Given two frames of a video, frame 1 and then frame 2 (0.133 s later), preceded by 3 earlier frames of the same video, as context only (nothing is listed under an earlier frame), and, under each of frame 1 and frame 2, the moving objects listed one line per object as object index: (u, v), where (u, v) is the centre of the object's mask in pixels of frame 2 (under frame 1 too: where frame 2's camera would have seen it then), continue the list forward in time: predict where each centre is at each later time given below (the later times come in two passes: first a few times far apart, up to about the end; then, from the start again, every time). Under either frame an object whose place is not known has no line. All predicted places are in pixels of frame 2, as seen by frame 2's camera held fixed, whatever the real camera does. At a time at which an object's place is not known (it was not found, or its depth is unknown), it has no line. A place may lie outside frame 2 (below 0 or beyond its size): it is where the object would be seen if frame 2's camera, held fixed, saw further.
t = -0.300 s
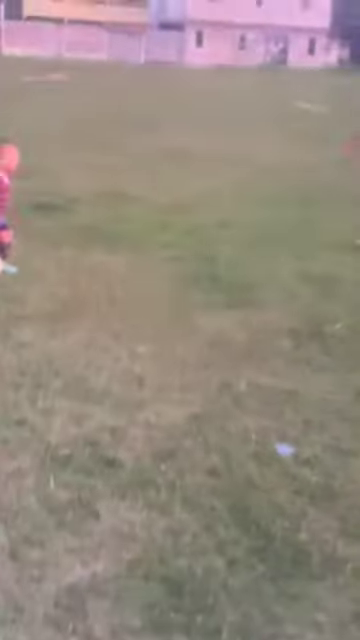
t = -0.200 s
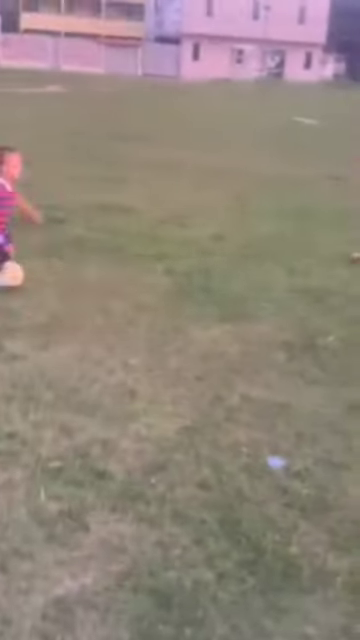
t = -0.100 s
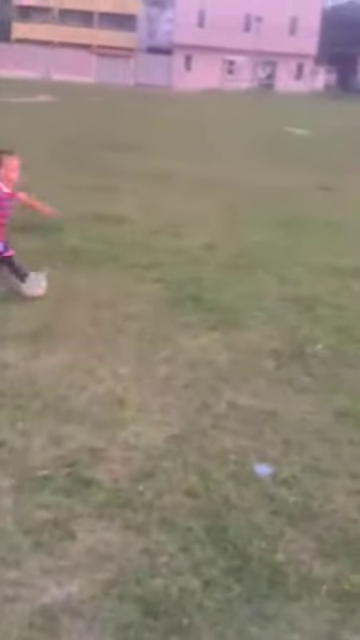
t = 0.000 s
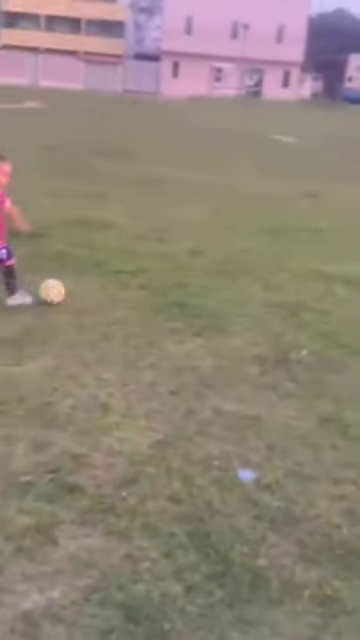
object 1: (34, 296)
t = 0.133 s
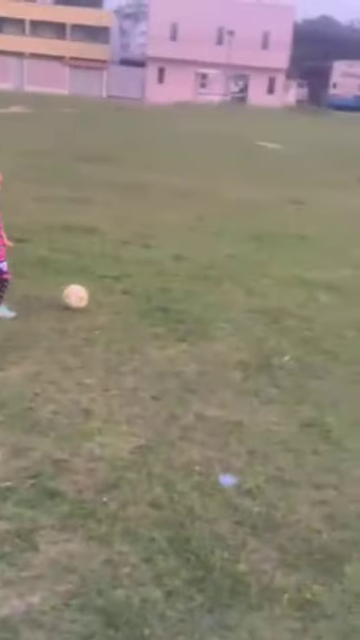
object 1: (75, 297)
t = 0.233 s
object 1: (104, 297)
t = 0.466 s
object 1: (163, 297)
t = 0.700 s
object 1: (213, 300)
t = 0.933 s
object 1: (252, 300)
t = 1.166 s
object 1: (280, 303)
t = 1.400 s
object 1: (300, 305)
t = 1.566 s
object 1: (310, 307)
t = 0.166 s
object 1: (85, 296)
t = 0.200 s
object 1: (95, 295)
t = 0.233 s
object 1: (104, 297)
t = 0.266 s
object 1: (113, 298)
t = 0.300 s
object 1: (122, 298)
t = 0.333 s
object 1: (130, 297)
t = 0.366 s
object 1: (139, 297)
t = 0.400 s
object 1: (147, 299)
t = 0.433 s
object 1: (155, 299)
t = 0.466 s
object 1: (163, 297)
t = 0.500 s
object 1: (170, 298)
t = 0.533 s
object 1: (178, 298)
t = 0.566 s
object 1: (186, 299)
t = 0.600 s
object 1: (193, 299)
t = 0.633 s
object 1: (200, 299)
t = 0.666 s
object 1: (207, 300)
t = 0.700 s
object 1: (213, 300)
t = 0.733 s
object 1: (220, 299)
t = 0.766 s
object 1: (226, 300)
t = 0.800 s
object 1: (232, 300)
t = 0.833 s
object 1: (237, 301)
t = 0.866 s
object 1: (243, 302)
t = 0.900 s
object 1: (248, 300)
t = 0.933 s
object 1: (252, 300)
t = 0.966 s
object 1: (256, 300)
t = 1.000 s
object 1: (260, 300)
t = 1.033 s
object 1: (264, 301)
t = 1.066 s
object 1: (268, 302)
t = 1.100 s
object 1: (272, 302)
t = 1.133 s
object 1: (276, 303)
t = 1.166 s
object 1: (280, 303)
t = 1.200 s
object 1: (283, 304)
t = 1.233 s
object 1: (286, 304)
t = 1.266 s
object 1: (289, 304)
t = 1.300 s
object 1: (292, 304)
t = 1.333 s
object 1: (295, 304)
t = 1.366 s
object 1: (297, 305)
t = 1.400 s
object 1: (300, 305)
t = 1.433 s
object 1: (302, 306)
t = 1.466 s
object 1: (305, 306)
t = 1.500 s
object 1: (307, 307)
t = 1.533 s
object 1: (309, 307)
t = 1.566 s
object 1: (310, 307)
